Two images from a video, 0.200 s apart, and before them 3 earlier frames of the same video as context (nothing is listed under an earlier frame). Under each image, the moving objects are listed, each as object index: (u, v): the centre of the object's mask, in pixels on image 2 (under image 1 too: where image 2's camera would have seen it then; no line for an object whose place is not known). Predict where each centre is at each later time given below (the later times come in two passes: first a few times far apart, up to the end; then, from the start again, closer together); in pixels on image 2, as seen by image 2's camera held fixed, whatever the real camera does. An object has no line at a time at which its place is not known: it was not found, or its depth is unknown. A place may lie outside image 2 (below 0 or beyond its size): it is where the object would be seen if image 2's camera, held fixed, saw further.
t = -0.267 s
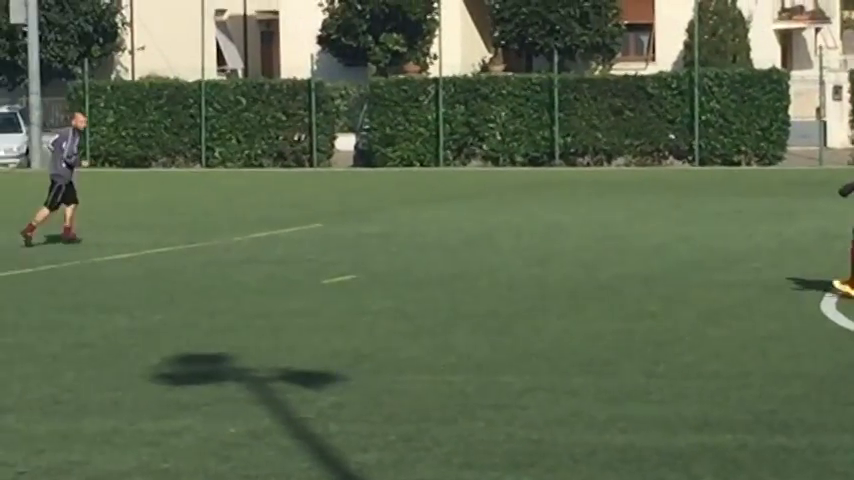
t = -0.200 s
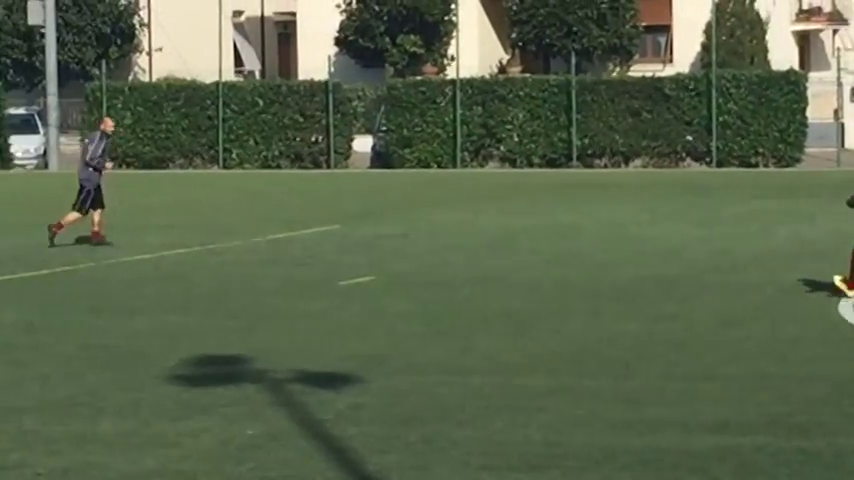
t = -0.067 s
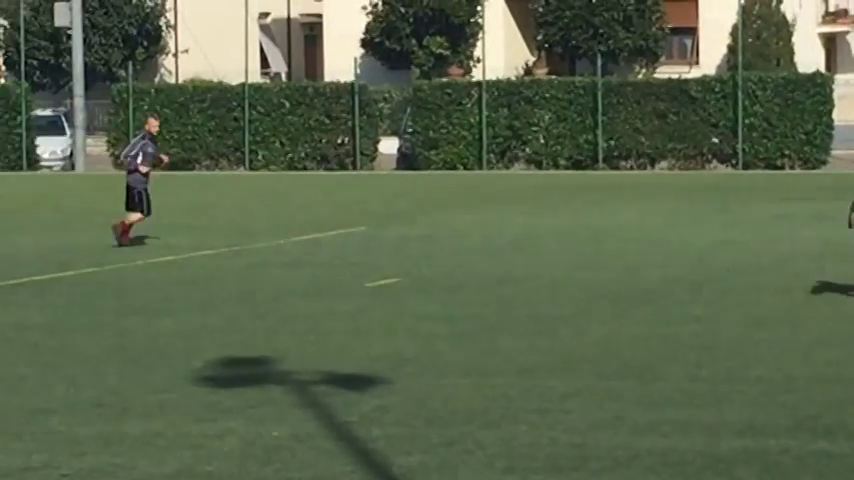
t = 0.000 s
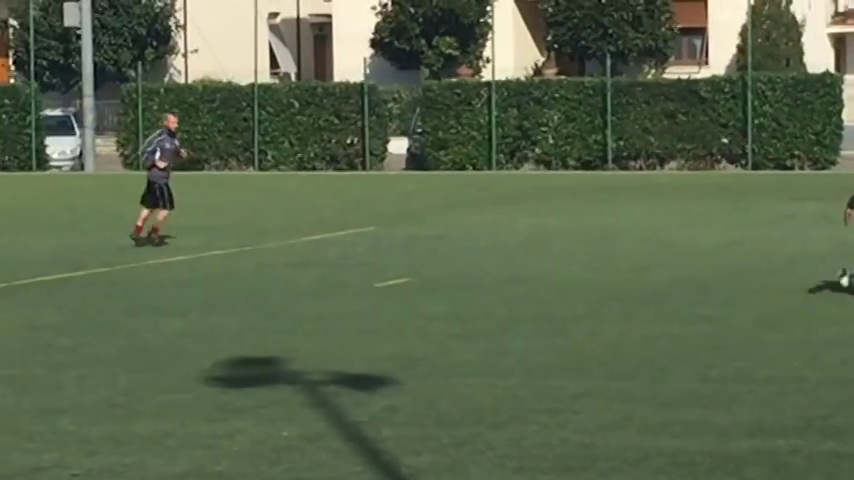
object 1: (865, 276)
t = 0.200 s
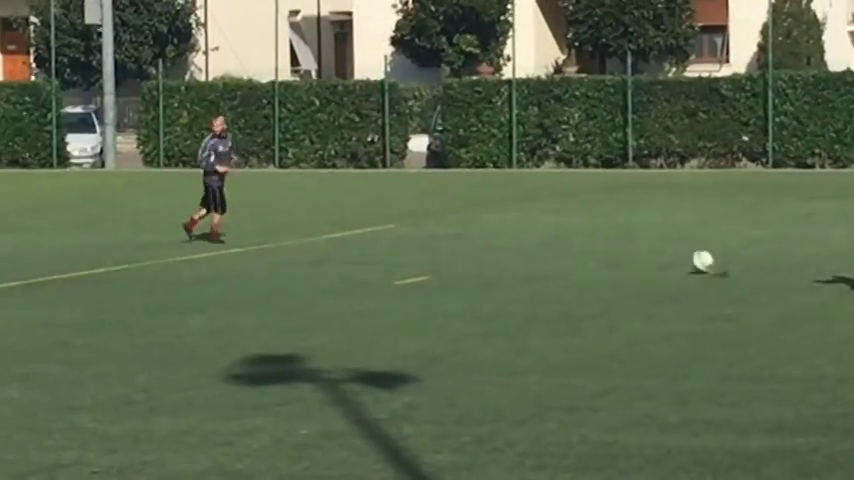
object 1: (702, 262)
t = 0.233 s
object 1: (679, 257)
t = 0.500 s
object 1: (527, 241)
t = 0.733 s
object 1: (433, 232)
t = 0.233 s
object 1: (679, 257)
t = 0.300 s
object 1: (635, 252)
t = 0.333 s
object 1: (614, 251)
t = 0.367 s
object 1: (594, 252)
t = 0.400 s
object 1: (575, 251)
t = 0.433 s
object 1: (559, 247)
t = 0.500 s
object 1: (527, 241)
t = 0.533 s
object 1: (512, 239)
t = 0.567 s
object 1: (497, 239)
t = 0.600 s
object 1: (481, 241)
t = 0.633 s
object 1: (468, 240)
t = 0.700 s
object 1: (445, 233)
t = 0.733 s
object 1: (433, 232)
